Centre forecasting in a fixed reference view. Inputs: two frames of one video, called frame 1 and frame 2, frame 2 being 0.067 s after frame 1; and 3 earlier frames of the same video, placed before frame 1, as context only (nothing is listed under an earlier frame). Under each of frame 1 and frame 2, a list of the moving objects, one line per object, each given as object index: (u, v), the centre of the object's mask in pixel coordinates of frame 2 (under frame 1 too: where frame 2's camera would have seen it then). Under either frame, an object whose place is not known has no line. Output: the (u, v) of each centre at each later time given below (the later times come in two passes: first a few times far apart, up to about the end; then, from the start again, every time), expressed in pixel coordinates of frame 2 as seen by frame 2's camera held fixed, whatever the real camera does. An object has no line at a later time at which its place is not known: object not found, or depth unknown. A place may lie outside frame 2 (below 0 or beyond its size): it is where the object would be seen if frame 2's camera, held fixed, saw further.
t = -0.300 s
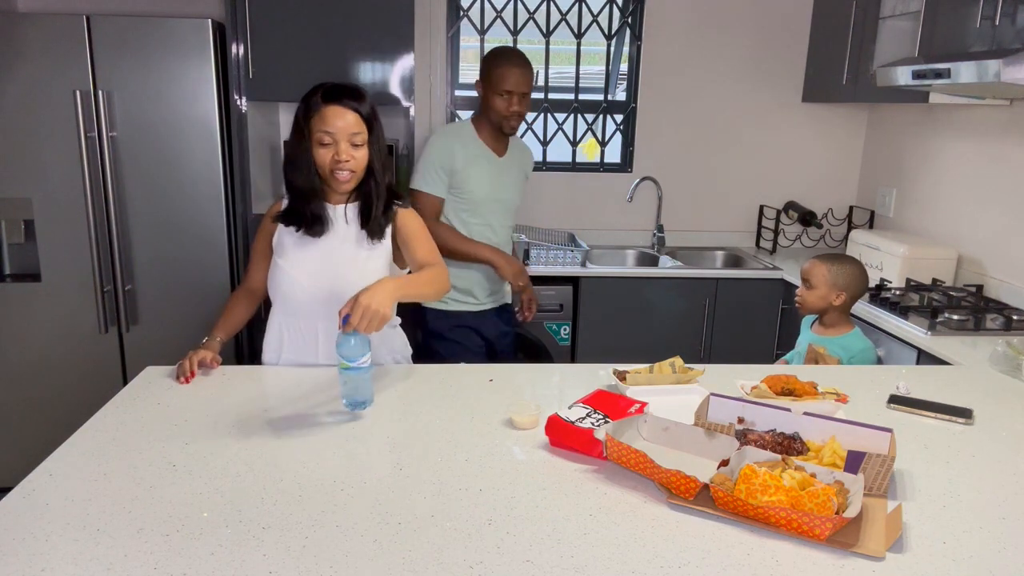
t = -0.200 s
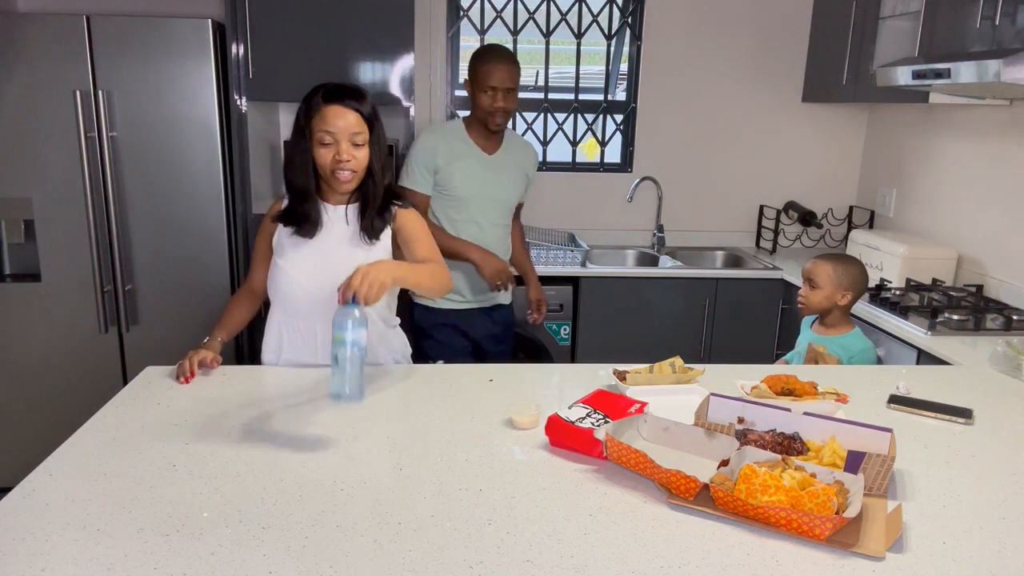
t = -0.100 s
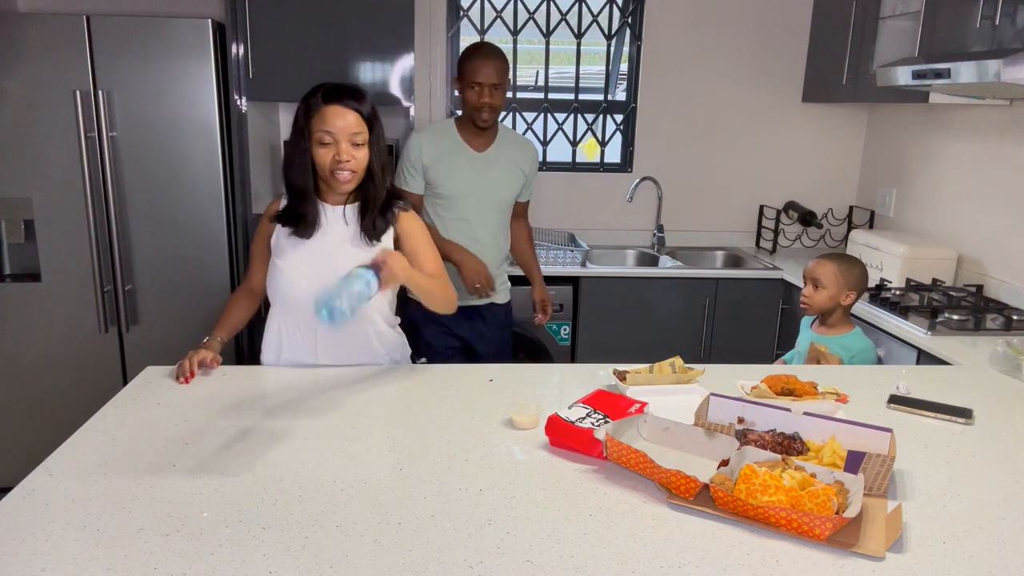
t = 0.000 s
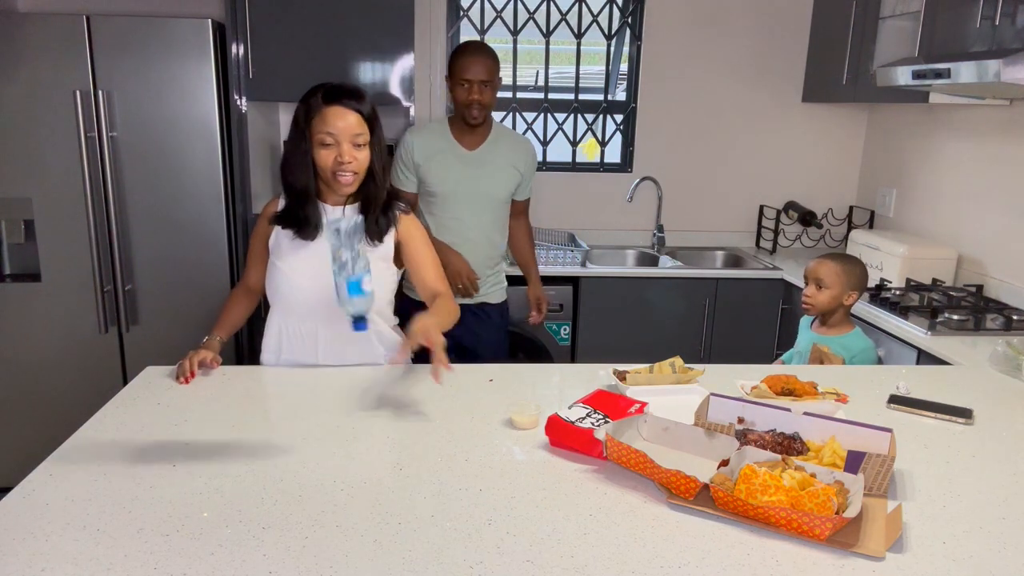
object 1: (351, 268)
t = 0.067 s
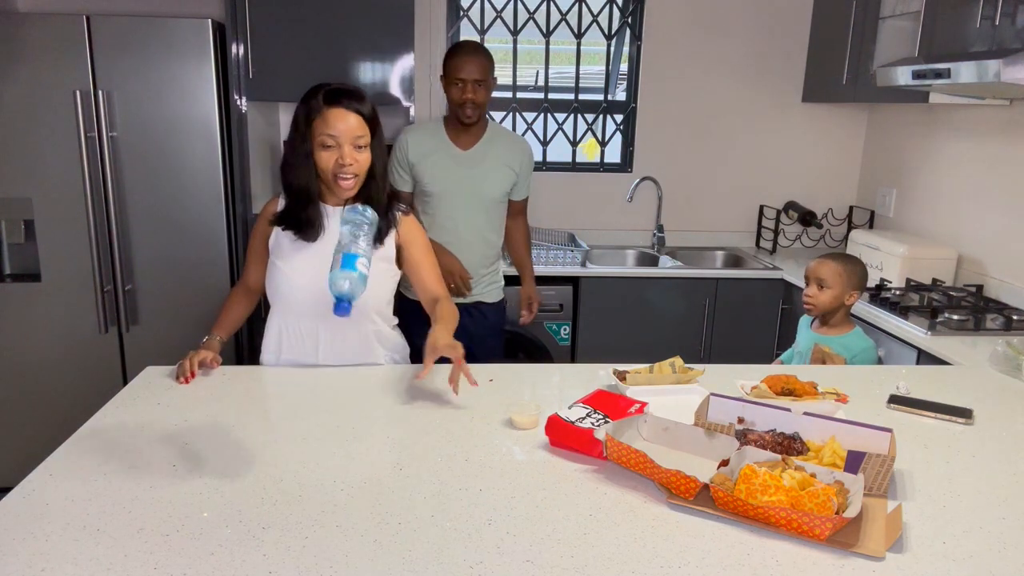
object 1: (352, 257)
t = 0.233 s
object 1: (359, 347)
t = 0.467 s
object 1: (356, 424)
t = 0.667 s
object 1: (353, 423)
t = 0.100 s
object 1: (354, 262)
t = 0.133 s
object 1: (354, 274)
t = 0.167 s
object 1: (355, 294)
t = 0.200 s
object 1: (357, 317)
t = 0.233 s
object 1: (359, 347)
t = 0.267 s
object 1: (362, 380)
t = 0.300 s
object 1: (363, 411)
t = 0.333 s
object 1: (359, 423)
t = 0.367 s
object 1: (358, 424)
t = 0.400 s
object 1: (356, 424)
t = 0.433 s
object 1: (356, 424)
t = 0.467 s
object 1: (356, 424)
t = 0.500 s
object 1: (356, 424)
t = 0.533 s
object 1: (356, 424)
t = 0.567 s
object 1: (355, 424)
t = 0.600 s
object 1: (355, 424)
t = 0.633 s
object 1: (354, 423)
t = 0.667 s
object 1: (353, 423)
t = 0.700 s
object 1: (353, 423)
